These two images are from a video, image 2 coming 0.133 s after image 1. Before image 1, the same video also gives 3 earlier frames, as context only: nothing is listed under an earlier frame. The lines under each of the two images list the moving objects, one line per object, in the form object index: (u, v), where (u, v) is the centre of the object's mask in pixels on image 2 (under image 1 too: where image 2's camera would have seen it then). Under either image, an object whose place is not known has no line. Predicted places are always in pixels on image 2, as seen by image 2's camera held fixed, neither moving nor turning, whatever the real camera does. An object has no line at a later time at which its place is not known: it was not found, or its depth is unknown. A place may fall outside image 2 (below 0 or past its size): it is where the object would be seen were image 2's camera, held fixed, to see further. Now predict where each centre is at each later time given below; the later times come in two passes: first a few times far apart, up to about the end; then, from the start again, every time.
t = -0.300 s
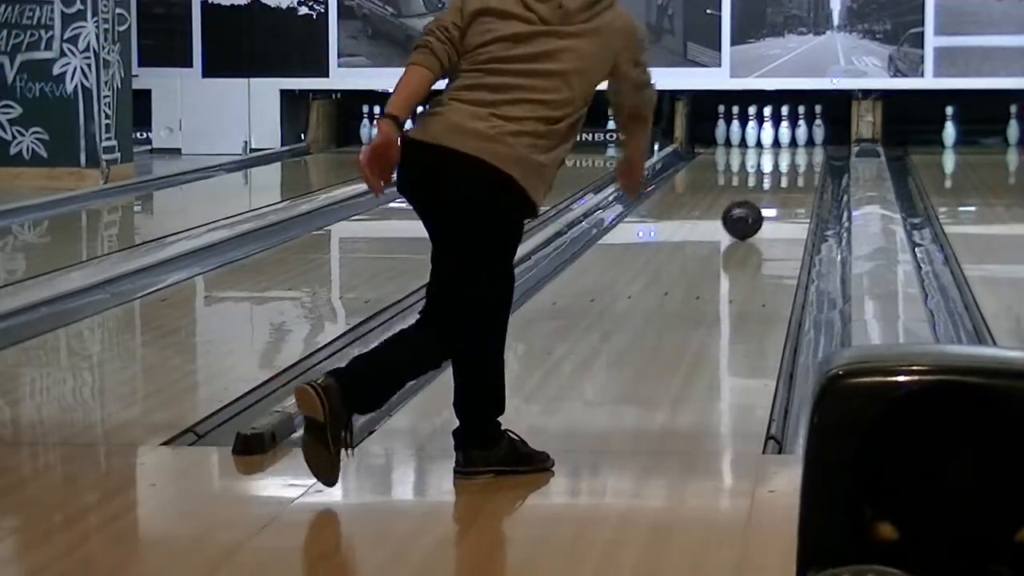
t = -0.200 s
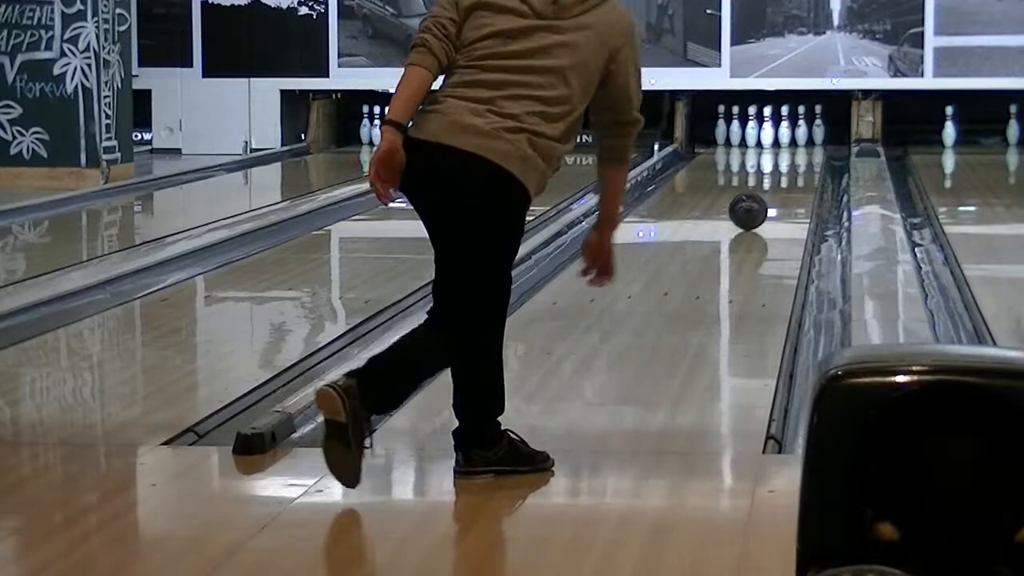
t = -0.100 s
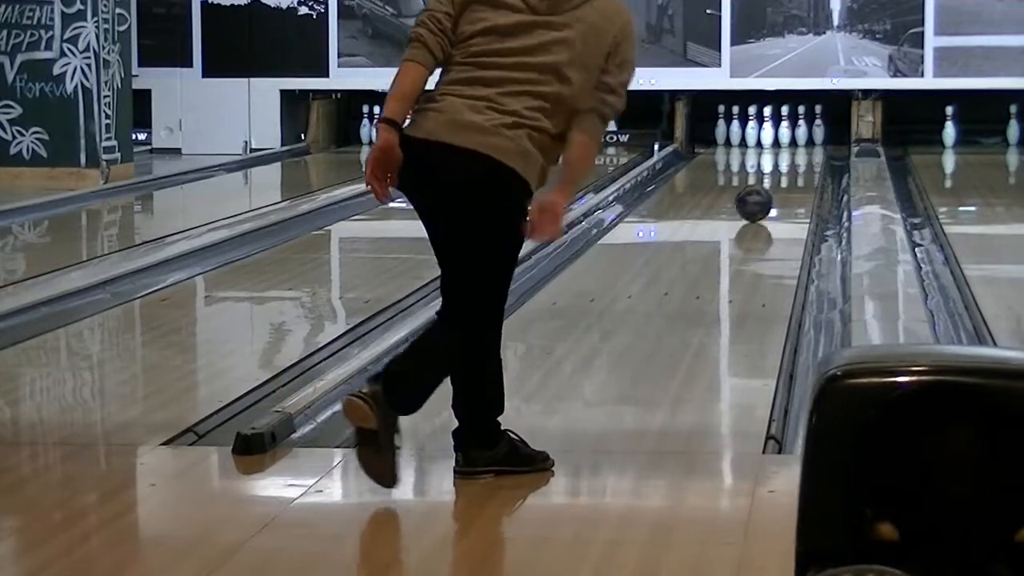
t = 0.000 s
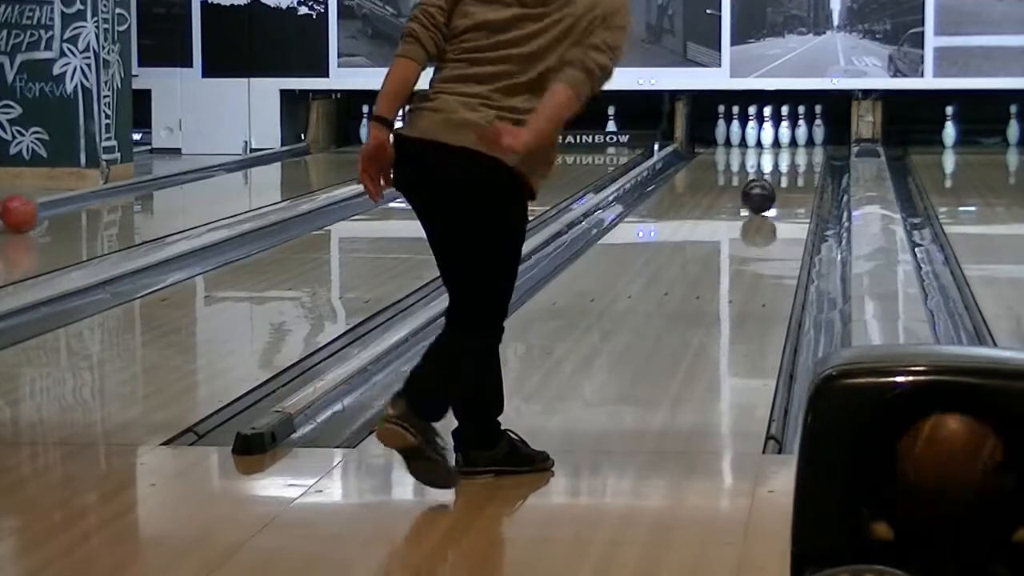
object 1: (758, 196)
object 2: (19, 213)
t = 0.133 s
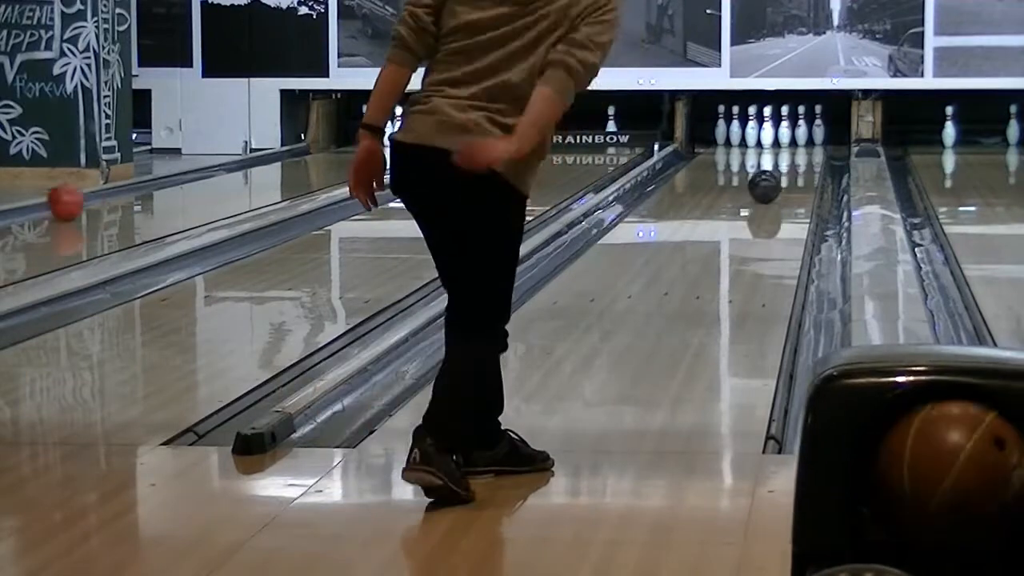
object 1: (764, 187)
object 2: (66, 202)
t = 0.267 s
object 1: (769, 179)
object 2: (105, 193)
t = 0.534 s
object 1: (777, 165)
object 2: (172, 175)
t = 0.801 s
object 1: (782, 154)
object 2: (224, 163)
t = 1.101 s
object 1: (782, 145)
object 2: (269, 151)
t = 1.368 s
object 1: (778, 138)
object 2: (295, 147)
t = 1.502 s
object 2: (314, 141)
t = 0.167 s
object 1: (766, 184)
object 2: (76, 199)
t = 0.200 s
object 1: (767, 182)
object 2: (86, 197)
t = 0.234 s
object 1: (768, 181)
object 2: (96, 195)
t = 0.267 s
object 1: (769, 179)
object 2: (105, 193)
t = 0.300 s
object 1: (771, 177)
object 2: (114, 191)
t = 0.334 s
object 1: (771, 175)
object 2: (123, 188)
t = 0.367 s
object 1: (772, 173)
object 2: (132, 186)
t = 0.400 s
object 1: (774, 172)
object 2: (140, 184)
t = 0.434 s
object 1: (775, 170)
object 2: (149, 182)
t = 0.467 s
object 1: (775, 168)
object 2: (157, 180)
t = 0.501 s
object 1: (776, 167)
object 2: (164, 177)
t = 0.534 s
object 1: (777, 165)
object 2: (172, 175)
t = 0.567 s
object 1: (778, 164)
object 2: (179, 174)
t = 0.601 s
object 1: (779, 162)
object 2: (186, 172)
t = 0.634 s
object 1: (780, 161)
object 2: (193, 170)
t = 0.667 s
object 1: (780, 159)
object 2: (200, 169)
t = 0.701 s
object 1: (780, 158)
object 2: (206, 167)
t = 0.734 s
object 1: (781, 156)
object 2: (212, 166)
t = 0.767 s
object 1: (781, 155)
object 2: (218, 164)
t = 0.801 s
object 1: (782, 154)
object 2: (224, 163)
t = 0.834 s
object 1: (782, 153)
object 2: (230, 161)
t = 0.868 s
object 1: (782, 152)
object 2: (235, 160)
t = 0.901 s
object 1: (782, 151)
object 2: (240, 159)
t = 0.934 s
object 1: (783, 150)
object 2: (246, 158)
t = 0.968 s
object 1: (783, 149)
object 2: (250, 156)
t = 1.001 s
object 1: (783, 148)
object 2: (255, 154)
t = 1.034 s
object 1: (782, 146)
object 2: (260, 153)
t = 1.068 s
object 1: (782, 146)
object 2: (265, 152)
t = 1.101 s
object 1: (782, 145)
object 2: (269, 151)
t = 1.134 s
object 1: (781, 143)
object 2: (274, 150)
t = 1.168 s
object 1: (782, 143)
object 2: (278, 149)
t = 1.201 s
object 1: (781, 142)
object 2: (282, 148)
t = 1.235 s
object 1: (780, 141)
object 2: (286, 147)
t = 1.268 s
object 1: (780, 140)
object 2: (289, 147)
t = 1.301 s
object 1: (780, 139)
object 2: (292, 147)
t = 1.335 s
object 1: (779, 139)
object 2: (294, 147)
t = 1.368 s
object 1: (778, 138)
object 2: (295, 147)
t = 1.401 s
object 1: (780, 137)
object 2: (299, 147)
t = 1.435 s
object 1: (782, 136)
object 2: (304, 144)
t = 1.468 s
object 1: (783, 136)
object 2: (309, 142)
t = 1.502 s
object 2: (314, 141)
